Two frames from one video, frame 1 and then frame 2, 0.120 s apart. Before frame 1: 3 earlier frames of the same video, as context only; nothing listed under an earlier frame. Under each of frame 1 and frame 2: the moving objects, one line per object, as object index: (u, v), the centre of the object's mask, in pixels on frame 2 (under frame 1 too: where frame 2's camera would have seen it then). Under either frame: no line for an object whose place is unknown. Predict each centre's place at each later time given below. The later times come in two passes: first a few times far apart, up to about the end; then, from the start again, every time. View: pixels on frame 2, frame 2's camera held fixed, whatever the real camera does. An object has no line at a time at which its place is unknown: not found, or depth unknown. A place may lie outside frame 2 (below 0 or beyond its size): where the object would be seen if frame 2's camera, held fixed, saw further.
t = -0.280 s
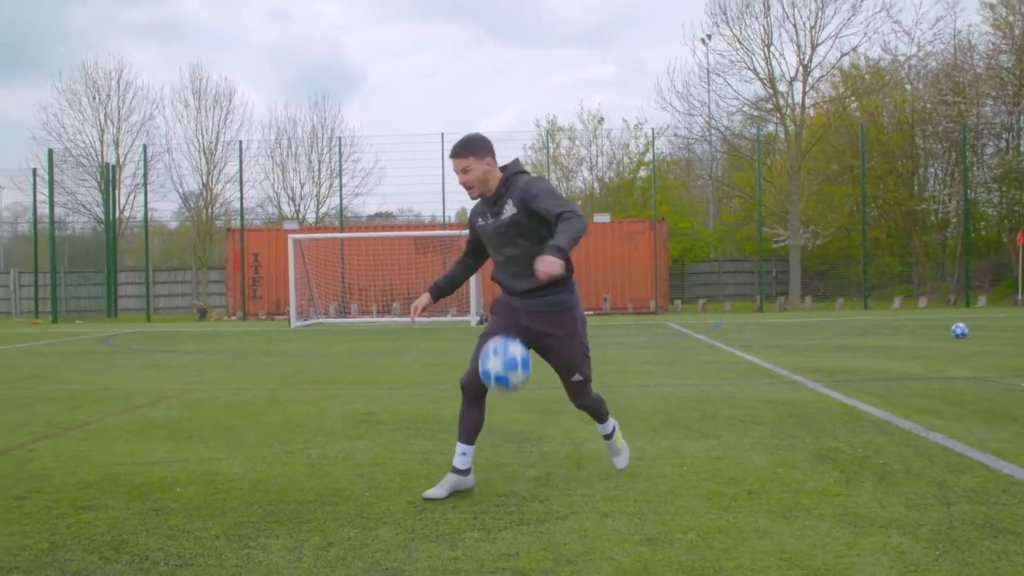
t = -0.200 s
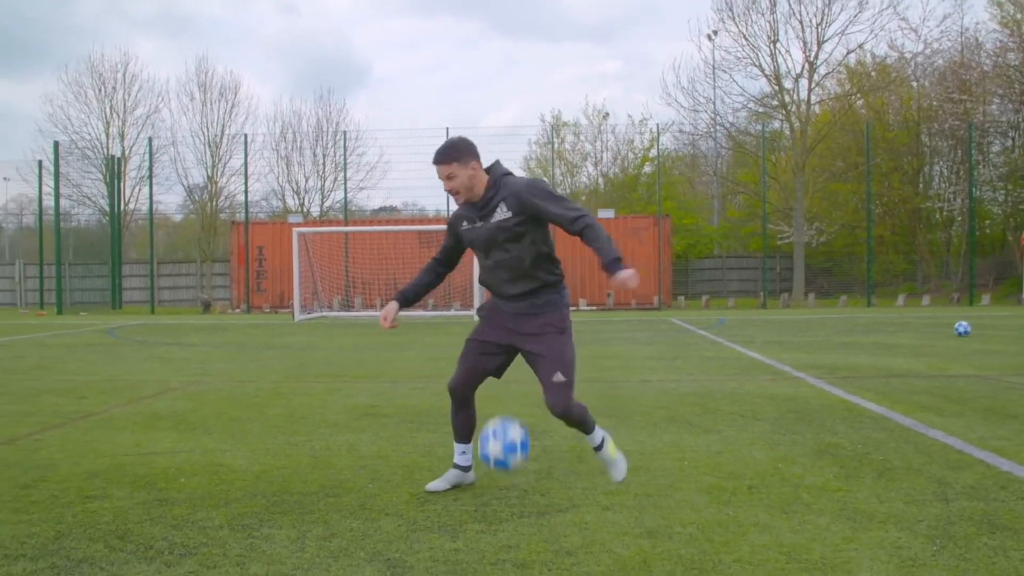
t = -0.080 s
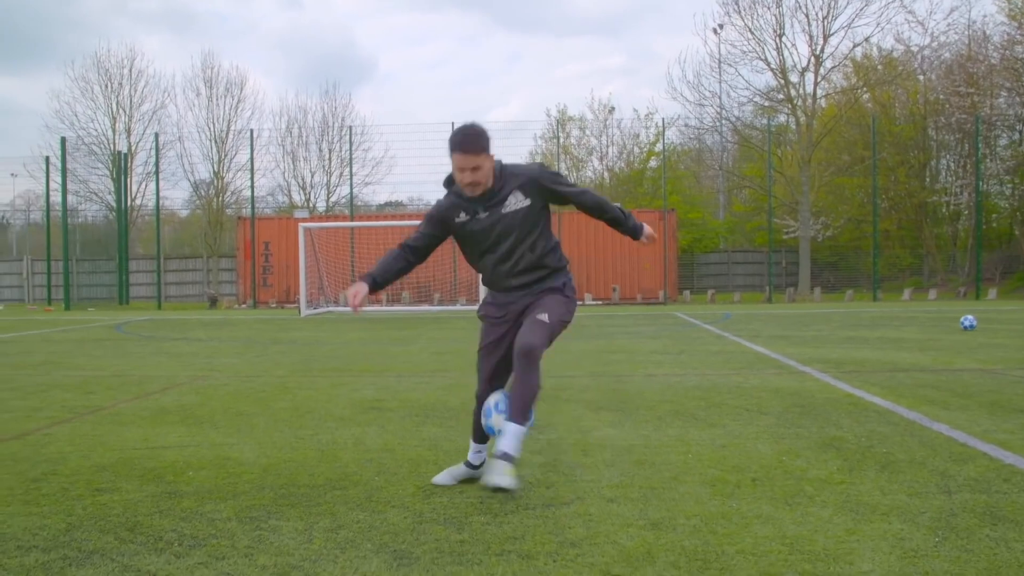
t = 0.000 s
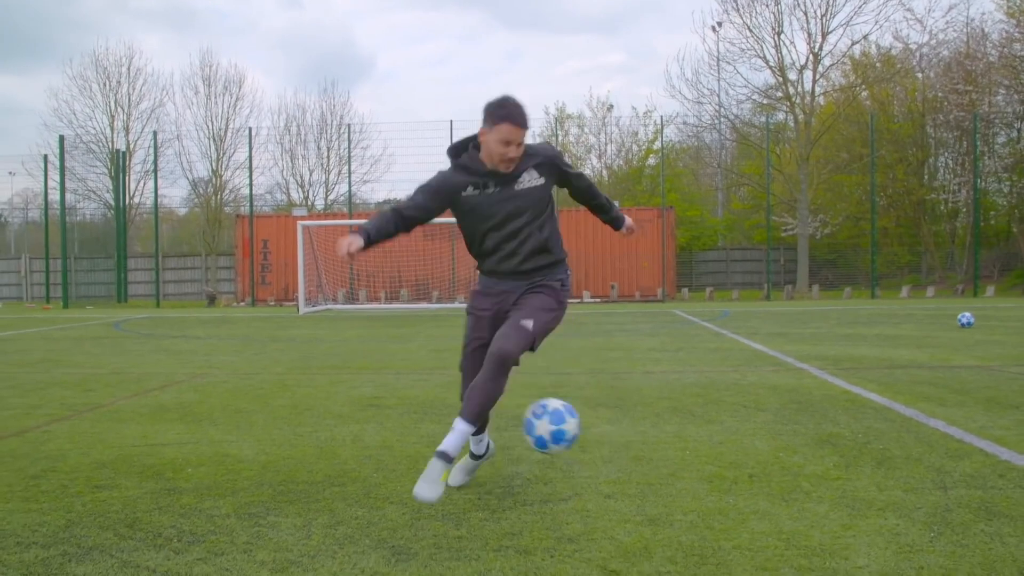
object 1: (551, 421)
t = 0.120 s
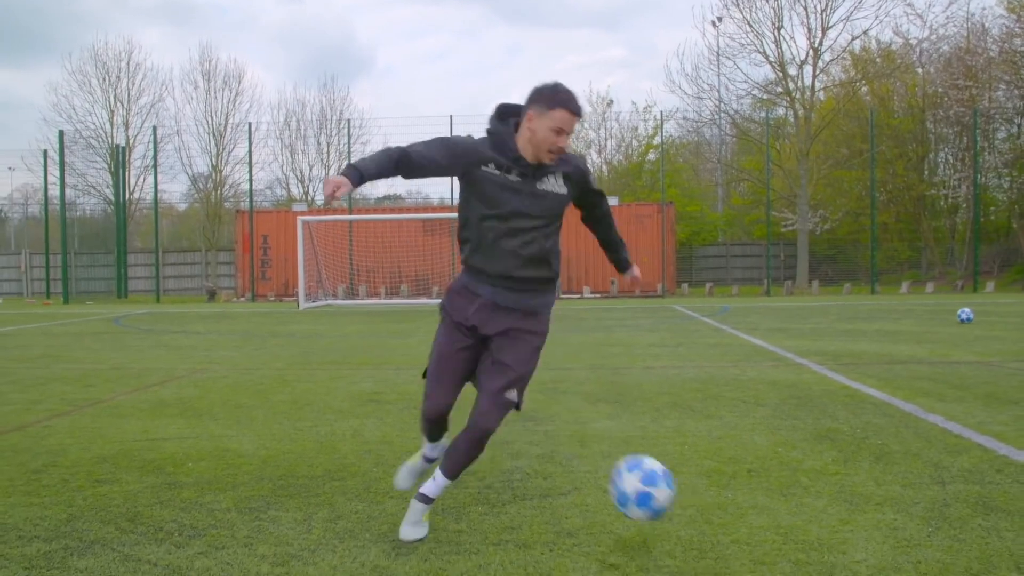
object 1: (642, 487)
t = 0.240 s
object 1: (724, 516)
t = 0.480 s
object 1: (864, 544)
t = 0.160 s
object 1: (678, 524)
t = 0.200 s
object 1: (704, 529)
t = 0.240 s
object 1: (724, 516)
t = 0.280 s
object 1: (745, 509)
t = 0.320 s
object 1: (766, 506)
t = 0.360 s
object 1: (790, 508)
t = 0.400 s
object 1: (813, 516)
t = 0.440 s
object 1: (839, 530)
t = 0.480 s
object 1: (864, 544)
